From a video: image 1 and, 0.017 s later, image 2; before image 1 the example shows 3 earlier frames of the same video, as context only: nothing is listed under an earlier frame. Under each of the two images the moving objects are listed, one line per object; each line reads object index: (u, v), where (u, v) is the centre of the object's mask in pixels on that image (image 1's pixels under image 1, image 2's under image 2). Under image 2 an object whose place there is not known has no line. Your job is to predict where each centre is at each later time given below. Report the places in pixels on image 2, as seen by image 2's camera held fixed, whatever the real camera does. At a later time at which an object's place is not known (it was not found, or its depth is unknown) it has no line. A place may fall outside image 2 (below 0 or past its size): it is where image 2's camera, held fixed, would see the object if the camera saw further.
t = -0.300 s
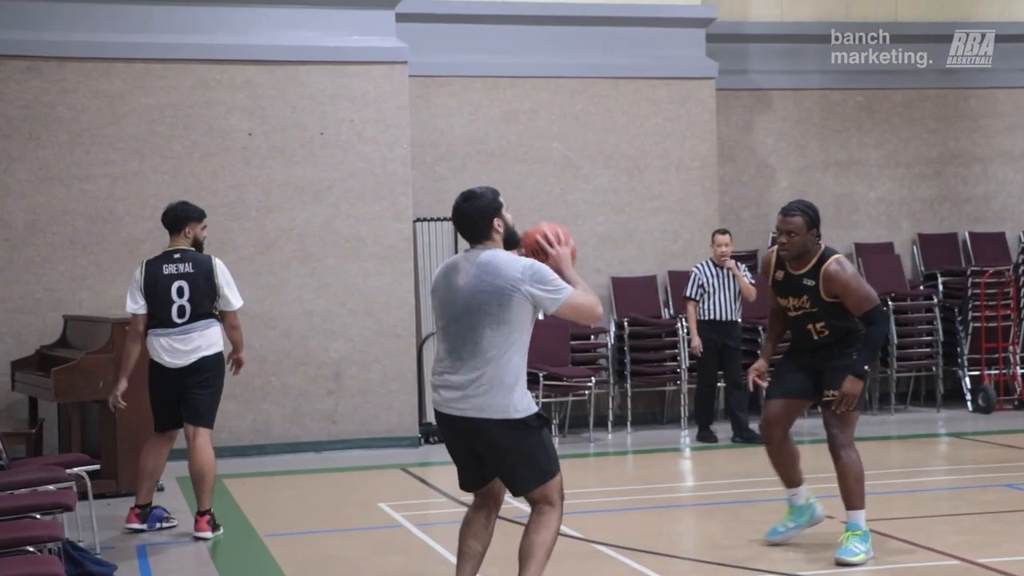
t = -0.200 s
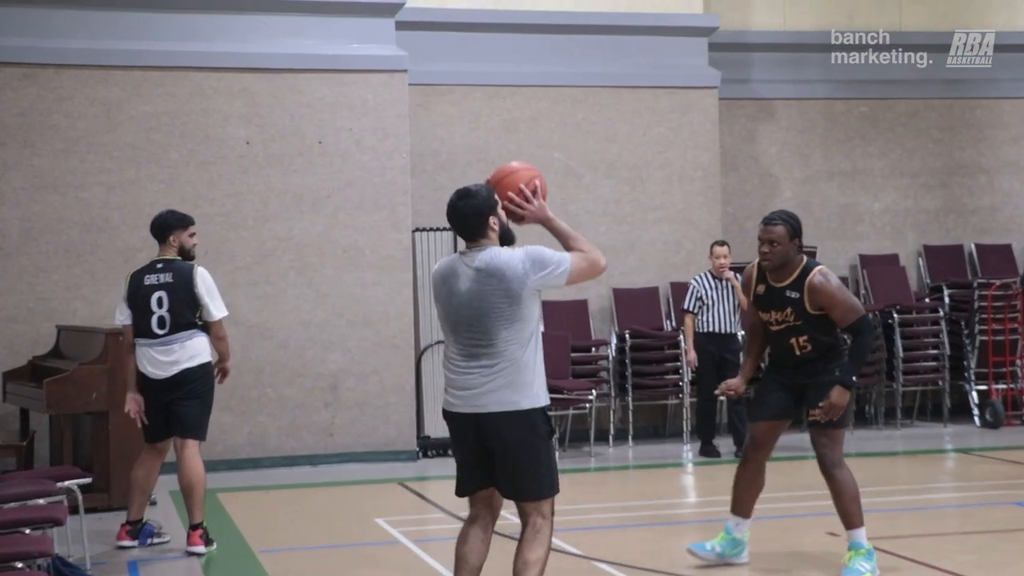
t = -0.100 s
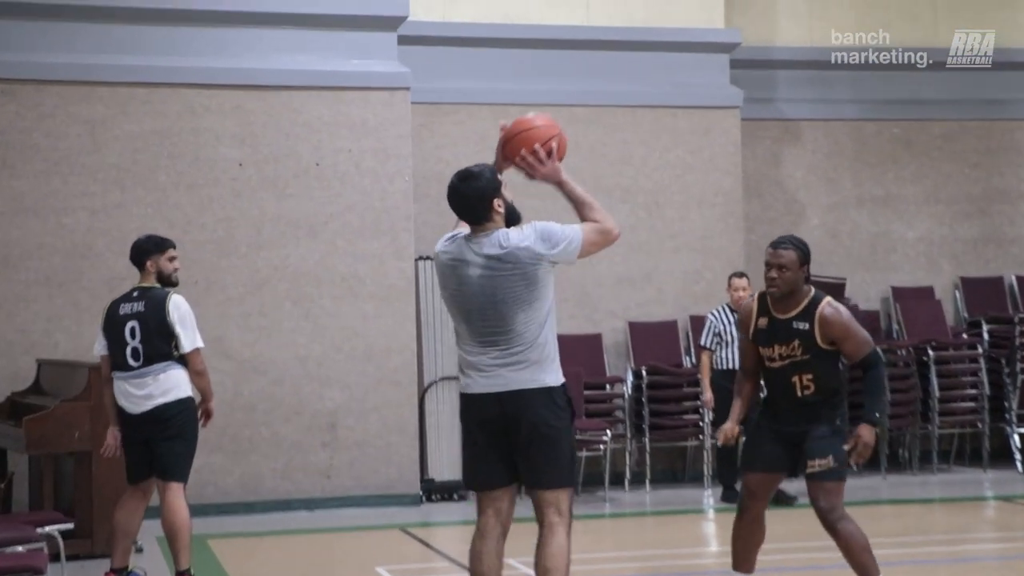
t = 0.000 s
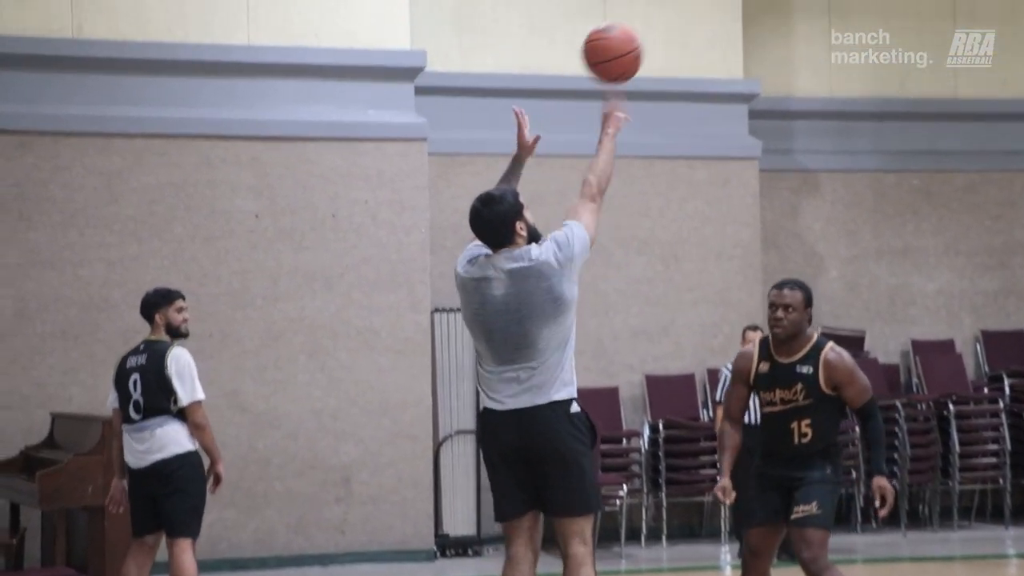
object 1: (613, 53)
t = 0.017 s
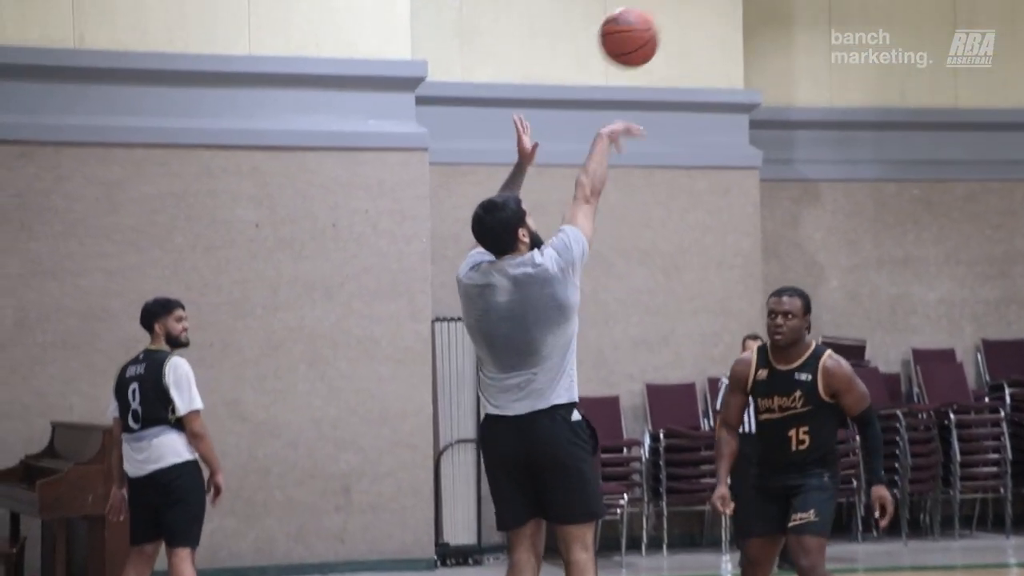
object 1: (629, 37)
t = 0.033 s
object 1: (645, 16)
